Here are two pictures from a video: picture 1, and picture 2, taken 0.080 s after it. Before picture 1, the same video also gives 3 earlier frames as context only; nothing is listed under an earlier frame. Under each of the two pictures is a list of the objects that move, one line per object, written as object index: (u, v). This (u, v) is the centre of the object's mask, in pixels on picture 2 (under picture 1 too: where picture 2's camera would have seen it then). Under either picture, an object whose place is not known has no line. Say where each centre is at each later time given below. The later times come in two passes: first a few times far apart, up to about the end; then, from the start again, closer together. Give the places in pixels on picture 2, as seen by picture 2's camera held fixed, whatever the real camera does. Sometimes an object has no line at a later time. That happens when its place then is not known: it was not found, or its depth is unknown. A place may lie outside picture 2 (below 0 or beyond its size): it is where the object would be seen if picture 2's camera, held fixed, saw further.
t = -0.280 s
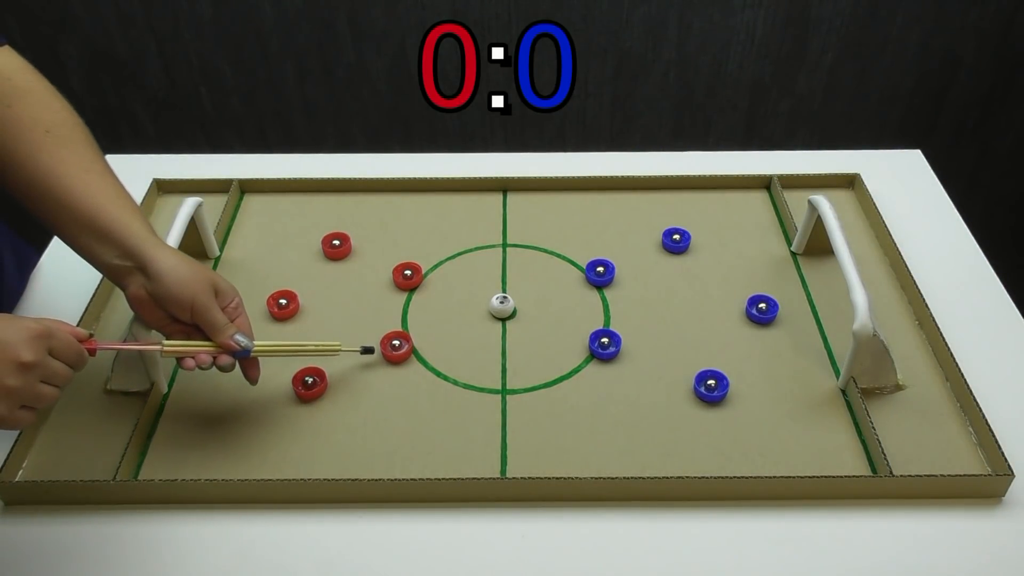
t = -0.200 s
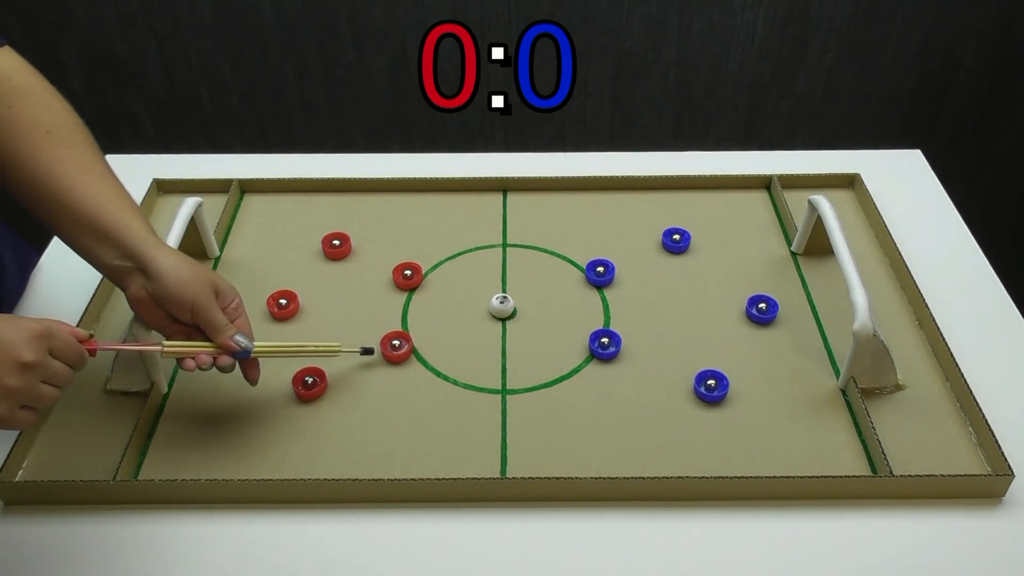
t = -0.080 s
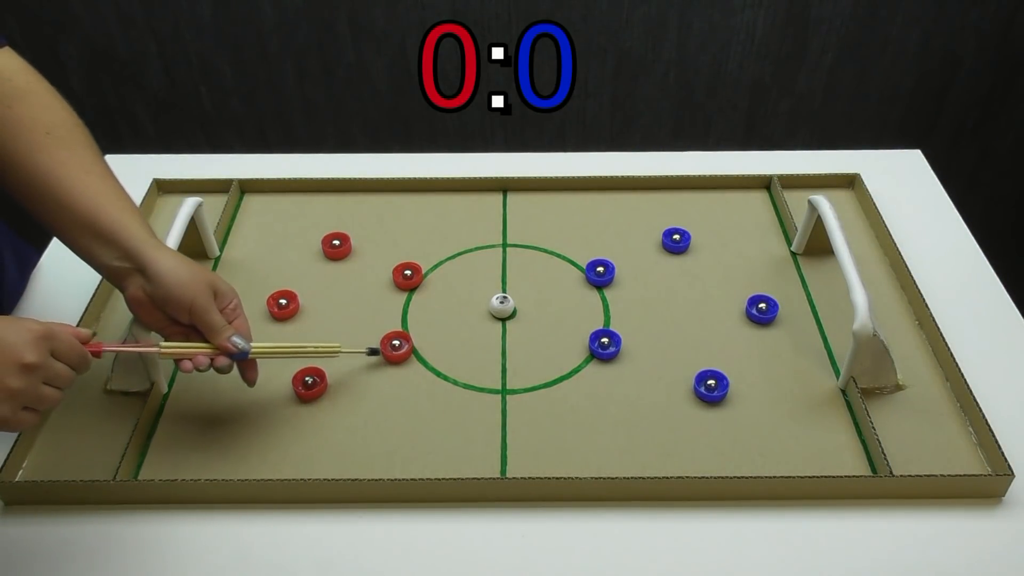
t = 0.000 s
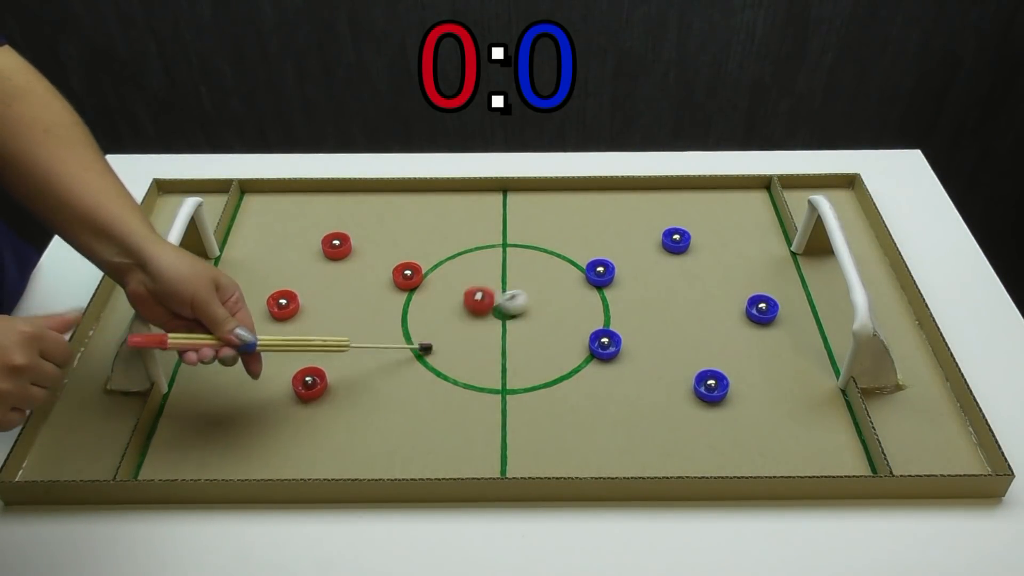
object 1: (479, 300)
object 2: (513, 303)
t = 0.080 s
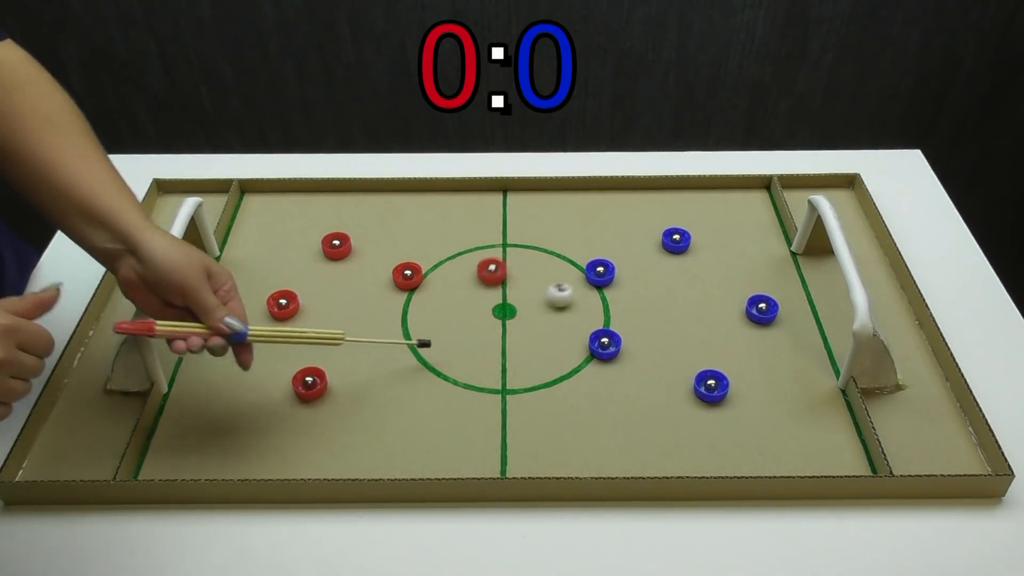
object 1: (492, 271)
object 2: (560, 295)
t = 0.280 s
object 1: (515, 242)
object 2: (636, 289)
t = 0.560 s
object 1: (517, 243)
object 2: (715, 290)
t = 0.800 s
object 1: (517, 243)
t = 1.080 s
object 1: (516, 244)
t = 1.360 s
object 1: (516, 244)
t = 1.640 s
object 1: (516, 244)
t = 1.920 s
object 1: (516, 245)
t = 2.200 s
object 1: (516, 245)
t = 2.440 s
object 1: (516, 245)
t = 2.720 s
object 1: (516, 245)
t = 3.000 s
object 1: (516, 245)
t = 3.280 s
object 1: (516, 245)
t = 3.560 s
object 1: (516, 245)
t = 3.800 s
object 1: (516, 245)
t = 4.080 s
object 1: (516, 245)
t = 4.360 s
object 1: (516, 245)
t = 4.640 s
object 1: (516, 245)
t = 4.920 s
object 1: (516, 245)
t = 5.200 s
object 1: (516, 245)
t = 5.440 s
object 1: (516, 245)
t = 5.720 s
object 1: (516, 245)
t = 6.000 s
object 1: (516, 245)
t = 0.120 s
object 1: (498, 260)
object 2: (577, 293)
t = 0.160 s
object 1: (504, 252)
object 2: (594, 289)
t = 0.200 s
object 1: (508, 246)
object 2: (608, 289)
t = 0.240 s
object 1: (512, 243)
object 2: (624, 289)
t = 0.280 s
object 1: (515, 242)
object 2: (636, 289)
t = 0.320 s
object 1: (517, 242)
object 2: (651, 288)
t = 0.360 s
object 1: (517, 242)
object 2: (663, 289)
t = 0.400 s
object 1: (517, 243)
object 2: (674, 288)
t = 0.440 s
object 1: (517, 243)
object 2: (685, 289)
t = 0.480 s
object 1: (517, 243)
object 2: (696, 289)
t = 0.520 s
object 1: (517, 243)
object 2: (706, 289)
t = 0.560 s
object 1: (517, 243)
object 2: (715, 290)
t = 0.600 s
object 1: (516, 243)
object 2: (724, 290)
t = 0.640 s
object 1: (516, 243)
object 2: (732, 290)
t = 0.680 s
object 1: (516, 243)
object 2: (738, 290)
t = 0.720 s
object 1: (517, 243)
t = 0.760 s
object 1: (517, 243)
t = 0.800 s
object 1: (517, 243)
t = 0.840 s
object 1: (516, 243)
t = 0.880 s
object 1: (516, 244)
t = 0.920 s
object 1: (516, 244)
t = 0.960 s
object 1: (516, 244)
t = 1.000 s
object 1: (516, 244)
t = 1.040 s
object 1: (516, 244)
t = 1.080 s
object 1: (516, 244)
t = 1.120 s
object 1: (516, 244)
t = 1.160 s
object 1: (516, 244)
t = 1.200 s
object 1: (516, 244)
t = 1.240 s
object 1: (516, 244)
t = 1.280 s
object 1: (516, 244)
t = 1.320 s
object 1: (516, 244)
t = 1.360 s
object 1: (516, 244)
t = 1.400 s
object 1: (516, 244)
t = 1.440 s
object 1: (516, 245)
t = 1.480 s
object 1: (516, 245)
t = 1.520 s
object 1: (516, 244)
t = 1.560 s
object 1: (516, 245)
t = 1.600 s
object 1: (516, 245)
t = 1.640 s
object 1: (516, 244)
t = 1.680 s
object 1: (516, 245)
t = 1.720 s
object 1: (516, 244)
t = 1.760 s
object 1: (516, 244)
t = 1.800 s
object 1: (516, 244)
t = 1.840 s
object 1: (516, 244)
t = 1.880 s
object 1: (516, 244)
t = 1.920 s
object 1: (516, 245)
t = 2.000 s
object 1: (516, 245)
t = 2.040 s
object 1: (516, 245)
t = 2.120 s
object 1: (516, 245)
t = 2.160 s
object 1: (516, 245)
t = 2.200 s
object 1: (516, 245)
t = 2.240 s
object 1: (516, 245)
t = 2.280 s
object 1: (516, 245)
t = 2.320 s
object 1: (516, 245)
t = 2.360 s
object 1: (516, 245)
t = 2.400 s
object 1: (516, 245)
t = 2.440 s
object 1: (516, 245)
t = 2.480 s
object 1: (516, 245)
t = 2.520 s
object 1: (516, 244)
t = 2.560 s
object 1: (516, 245)
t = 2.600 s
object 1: (516, 245)
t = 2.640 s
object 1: (516, 245)
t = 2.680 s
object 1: (516, 245)
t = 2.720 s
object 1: (516, 245)
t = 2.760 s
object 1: (516, 245)
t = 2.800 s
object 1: (516, 245)
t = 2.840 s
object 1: (516, 245)
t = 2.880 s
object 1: (516, 245)
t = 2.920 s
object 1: (516, 245)
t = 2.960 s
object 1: (516, 245)
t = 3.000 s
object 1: (516, 245)
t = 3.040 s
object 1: (516, 245)
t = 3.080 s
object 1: (516, 245)
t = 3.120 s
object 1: (516, 245)
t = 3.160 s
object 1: (516, 245)
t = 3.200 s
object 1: (516, 245)
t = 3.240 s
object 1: (516, 245)
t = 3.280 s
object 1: (516, 245)
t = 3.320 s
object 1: (516, 245)
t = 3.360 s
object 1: (516, 245)
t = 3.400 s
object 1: (516, 245)
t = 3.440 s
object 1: (516, 245)
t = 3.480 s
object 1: (516, 245)
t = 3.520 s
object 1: (516, 245)
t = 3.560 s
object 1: (516, 245)
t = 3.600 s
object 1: (516, 245)
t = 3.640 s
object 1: (516, 245)
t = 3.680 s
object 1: (516, 245)
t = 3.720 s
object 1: (516, 245)
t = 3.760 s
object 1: (516, 245)
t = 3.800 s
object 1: (516, 245)
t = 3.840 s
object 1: (516, 245)
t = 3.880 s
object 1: (516, 245)
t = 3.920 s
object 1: (516, 245)
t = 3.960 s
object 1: (516, 245)
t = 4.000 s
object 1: (516, 245)
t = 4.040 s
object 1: (516, 245)
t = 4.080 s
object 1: (516, 245)
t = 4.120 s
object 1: (516, 245)
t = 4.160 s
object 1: (516, 245)
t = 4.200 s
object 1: (516, 245)
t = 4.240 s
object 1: (516, 245)
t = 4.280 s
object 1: (516, 245)
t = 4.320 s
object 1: (516, 245)
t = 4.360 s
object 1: (516, 245)
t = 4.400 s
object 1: (516, 245)
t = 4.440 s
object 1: (516, 245)
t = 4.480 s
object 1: (516, 245)
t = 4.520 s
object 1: (516, 245)
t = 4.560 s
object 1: (516, 245)
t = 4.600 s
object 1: (516, 245)
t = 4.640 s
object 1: (516, 245)
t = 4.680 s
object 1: (516, 245)
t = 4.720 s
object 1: (516, 245)
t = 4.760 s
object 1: (516, 245)
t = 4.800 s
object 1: (516, 245)
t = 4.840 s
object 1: (516, 245)
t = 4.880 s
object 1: (516, 245)
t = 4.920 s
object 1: (516, 245)
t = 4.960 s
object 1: (516, 245)
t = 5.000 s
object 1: (516, 245)
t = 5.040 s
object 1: (516, 245)
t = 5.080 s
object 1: (516, 245)
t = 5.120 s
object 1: (516, 245)
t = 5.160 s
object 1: (516, 245)
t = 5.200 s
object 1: (516, 245)
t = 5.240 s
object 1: (516, 245)
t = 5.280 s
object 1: (516, 245)
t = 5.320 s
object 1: (516, 245)
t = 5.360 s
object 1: (516, 245)
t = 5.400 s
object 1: (516, 245)
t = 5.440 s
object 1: (516, 245)
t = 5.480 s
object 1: (516, 245)
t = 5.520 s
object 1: (516, 245)
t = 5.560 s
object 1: (516, 245)
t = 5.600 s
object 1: (516, 245)
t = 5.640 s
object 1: (516, 245)
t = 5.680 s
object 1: (516, 245)
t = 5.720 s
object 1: (516, 245)
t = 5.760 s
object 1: (516, 245)
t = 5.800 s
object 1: (516, 245)
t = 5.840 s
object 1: (516, 245)
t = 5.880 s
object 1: (516, 245)
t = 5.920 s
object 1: (516, 245)
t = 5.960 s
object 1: (516, 245)
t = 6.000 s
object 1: (516, 245)
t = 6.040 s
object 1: (516, 245)
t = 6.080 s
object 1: (516, 245)
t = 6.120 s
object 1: (516, 245)
